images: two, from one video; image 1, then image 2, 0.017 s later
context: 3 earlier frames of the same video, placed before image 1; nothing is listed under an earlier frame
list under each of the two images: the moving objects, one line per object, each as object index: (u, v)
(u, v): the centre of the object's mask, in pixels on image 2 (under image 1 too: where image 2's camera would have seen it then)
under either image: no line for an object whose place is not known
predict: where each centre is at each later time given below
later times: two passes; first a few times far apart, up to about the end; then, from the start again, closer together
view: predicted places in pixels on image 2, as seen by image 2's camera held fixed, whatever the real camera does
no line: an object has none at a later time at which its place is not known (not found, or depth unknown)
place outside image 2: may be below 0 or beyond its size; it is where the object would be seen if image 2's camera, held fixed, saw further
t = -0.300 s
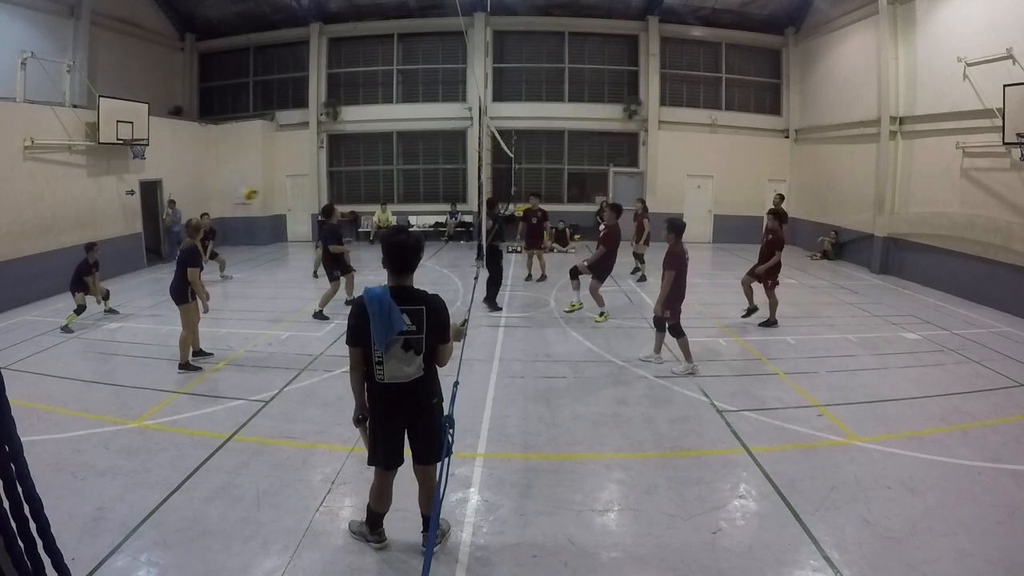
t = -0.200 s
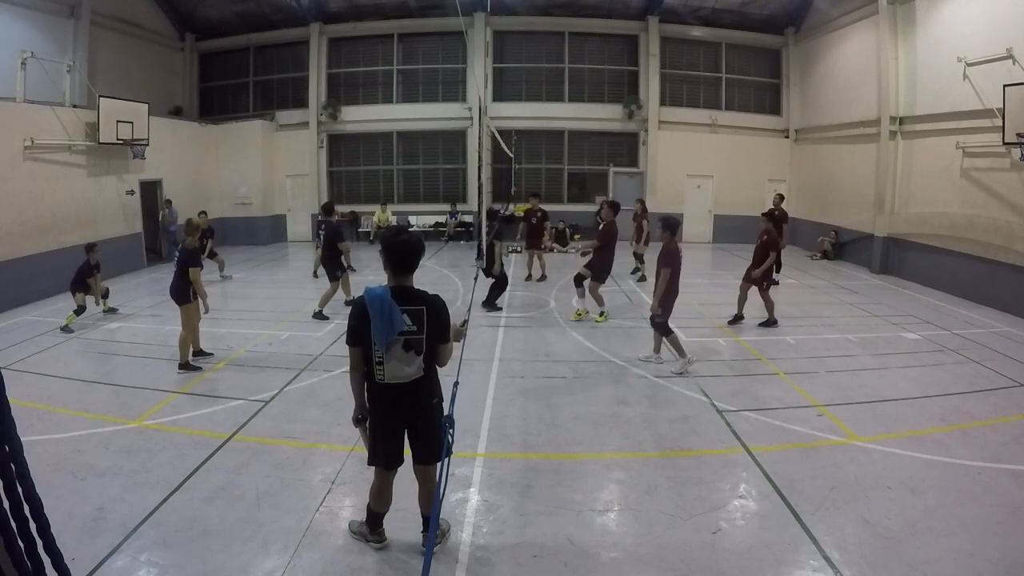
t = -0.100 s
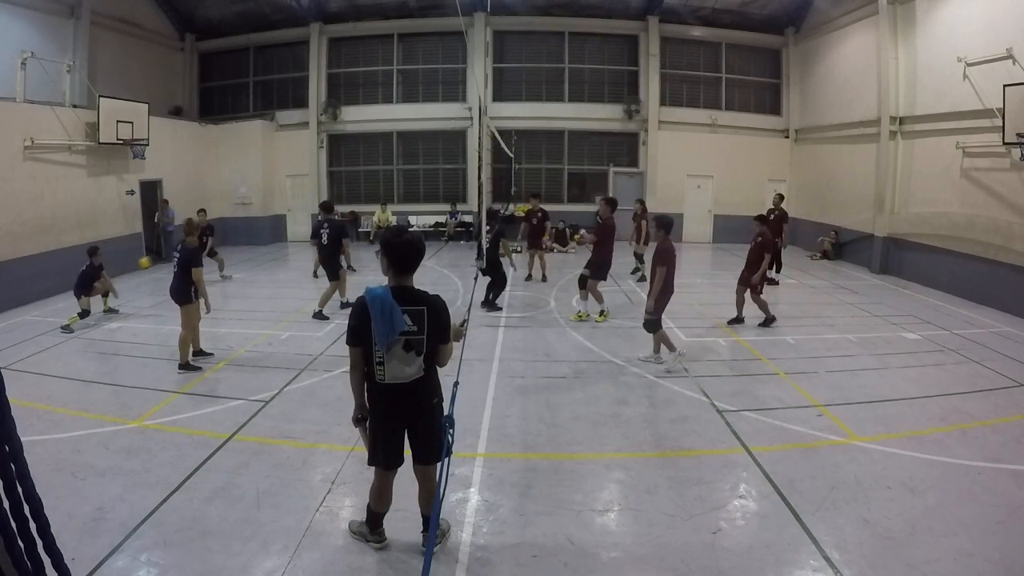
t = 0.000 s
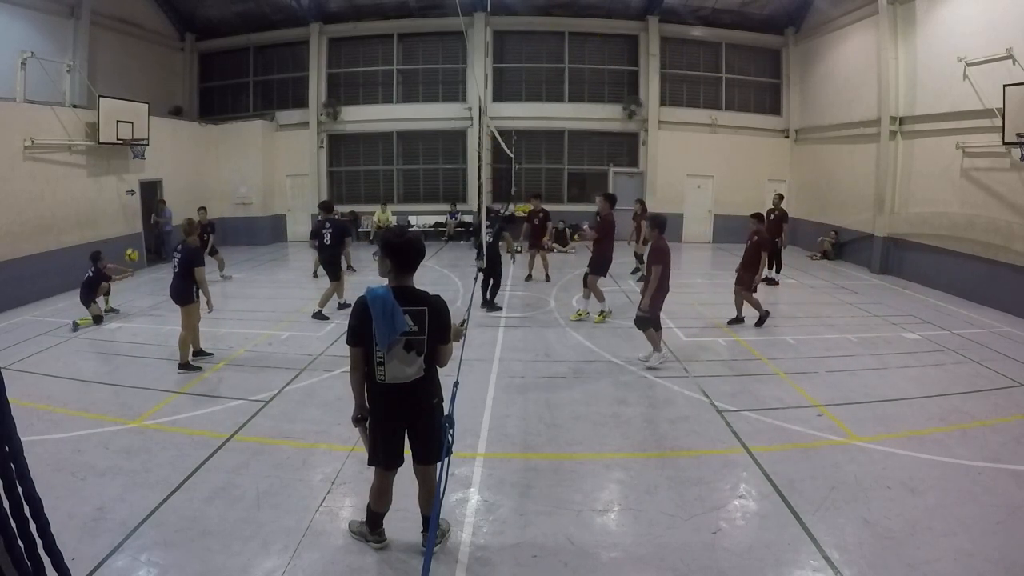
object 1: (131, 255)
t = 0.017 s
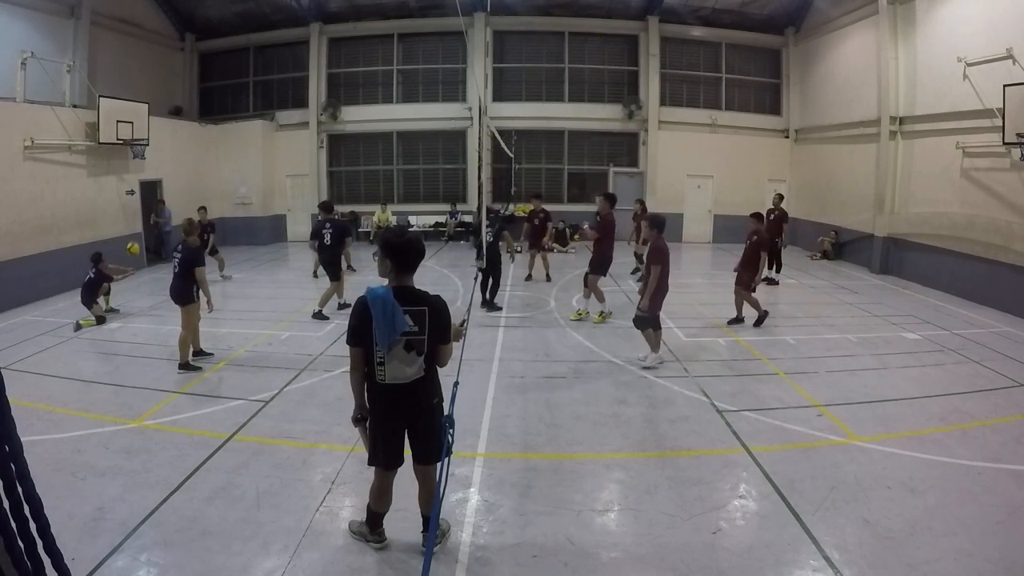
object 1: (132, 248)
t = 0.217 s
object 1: (160, 169)
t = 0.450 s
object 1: (208, 95)
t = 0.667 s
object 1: (266, 53)
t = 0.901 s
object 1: (349, 54)
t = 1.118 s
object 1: (447, 120)
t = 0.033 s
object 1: (134, 241)
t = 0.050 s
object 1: (136, 235)
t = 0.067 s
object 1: (139, 227)
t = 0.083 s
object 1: (141, 220)
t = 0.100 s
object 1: (143, 212)
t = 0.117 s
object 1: (144, 207)
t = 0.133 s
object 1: (147, 200)
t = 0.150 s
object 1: (149, 193)
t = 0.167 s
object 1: (152, 187)
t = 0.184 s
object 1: (155, 181)
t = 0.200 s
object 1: (157, 176)
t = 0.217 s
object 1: (160, 169)
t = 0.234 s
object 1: (164, 162)
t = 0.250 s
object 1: (167, 157)
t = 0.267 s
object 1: (170, 151)
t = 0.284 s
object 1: (173, 145)
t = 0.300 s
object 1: (176, 139)
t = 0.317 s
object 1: (180, 133)
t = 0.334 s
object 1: (182, 128)
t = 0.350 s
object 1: (186, 122)
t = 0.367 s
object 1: (190, 117)
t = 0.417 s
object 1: (201, 103)
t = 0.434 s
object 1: (204, 99)
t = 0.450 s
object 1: (208, 95)
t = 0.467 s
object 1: (212, 90)
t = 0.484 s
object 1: (216, 86)
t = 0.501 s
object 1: (220, 83)
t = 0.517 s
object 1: (224, 79)
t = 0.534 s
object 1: (229, 75)
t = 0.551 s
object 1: (233, 72)
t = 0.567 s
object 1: (237, 69)
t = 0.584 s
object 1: (242, 66)
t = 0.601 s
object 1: (246, 63)
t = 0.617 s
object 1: (251, 60)
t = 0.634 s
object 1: (256, 58)
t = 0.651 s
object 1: (261, 55)
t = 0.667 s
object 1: (266, 53)
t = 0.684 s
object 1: (271, 52)
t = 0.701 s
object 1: (277, 51)
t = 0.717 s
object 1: (282, 49)
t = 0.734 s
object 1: (287, 48)
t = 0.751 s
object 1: (293, 47)
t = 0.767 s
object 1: (299, 47)
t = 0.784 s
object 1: (304, 47)
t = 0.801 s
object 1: (309, 46)
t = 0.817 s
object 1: (317, 46)
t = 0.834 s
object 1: (323, 47)
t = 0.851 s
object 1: (329, 49)
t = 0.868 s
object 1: (335, 50)
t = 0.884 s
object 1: (342, 52)
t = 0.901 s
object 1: (349, 54)
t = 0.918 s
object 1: (355, 57)
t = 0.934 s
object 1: (363, 59)
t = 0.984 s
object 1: (383, 69)
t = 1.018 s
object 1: (398, 79)
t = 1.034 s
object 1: (406, 86)
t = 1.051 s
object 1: (415, 90)
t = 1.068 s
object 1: (422, 96)
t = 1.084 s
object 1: (430, 103)
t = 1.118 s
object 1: (447, 120)
